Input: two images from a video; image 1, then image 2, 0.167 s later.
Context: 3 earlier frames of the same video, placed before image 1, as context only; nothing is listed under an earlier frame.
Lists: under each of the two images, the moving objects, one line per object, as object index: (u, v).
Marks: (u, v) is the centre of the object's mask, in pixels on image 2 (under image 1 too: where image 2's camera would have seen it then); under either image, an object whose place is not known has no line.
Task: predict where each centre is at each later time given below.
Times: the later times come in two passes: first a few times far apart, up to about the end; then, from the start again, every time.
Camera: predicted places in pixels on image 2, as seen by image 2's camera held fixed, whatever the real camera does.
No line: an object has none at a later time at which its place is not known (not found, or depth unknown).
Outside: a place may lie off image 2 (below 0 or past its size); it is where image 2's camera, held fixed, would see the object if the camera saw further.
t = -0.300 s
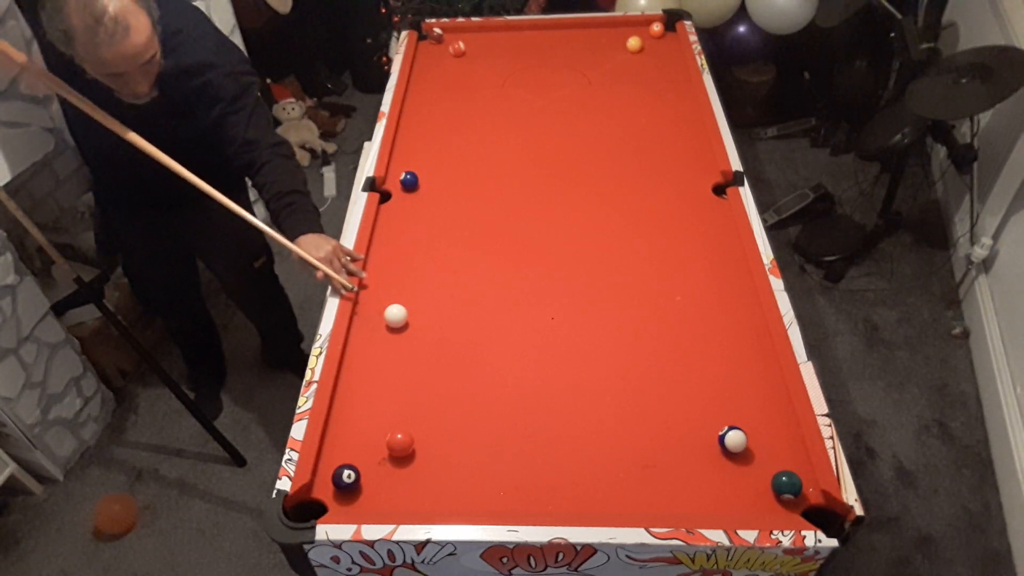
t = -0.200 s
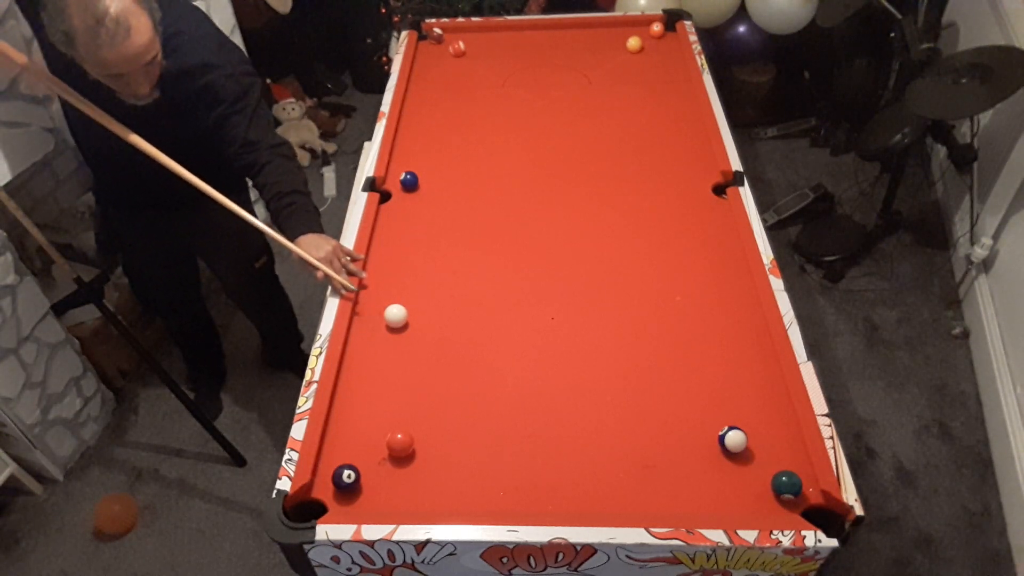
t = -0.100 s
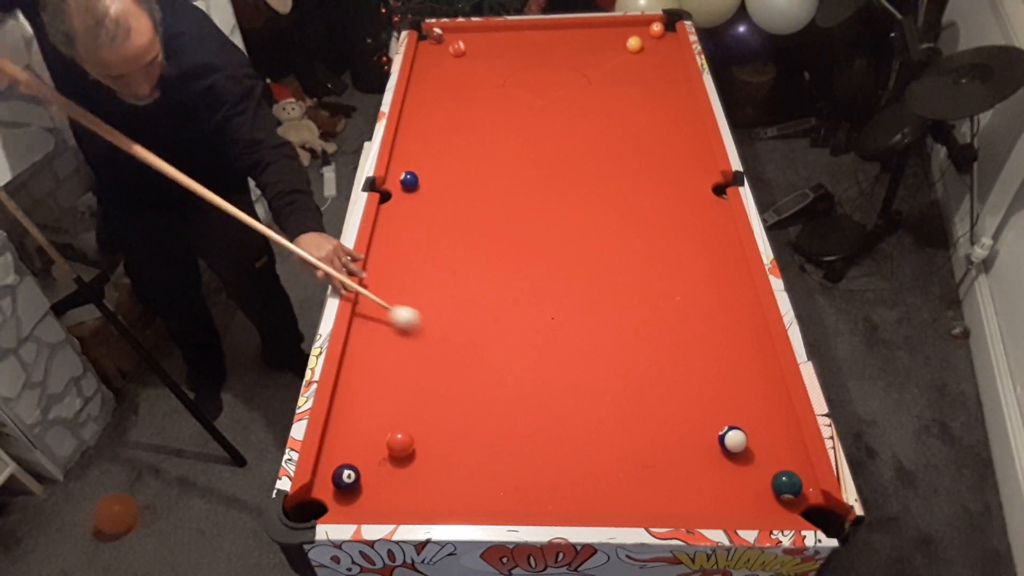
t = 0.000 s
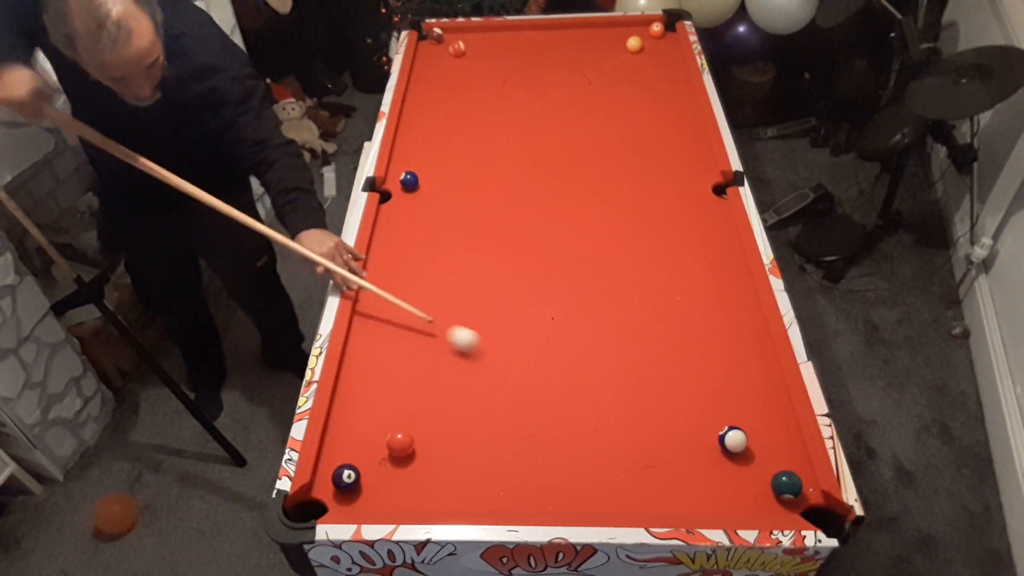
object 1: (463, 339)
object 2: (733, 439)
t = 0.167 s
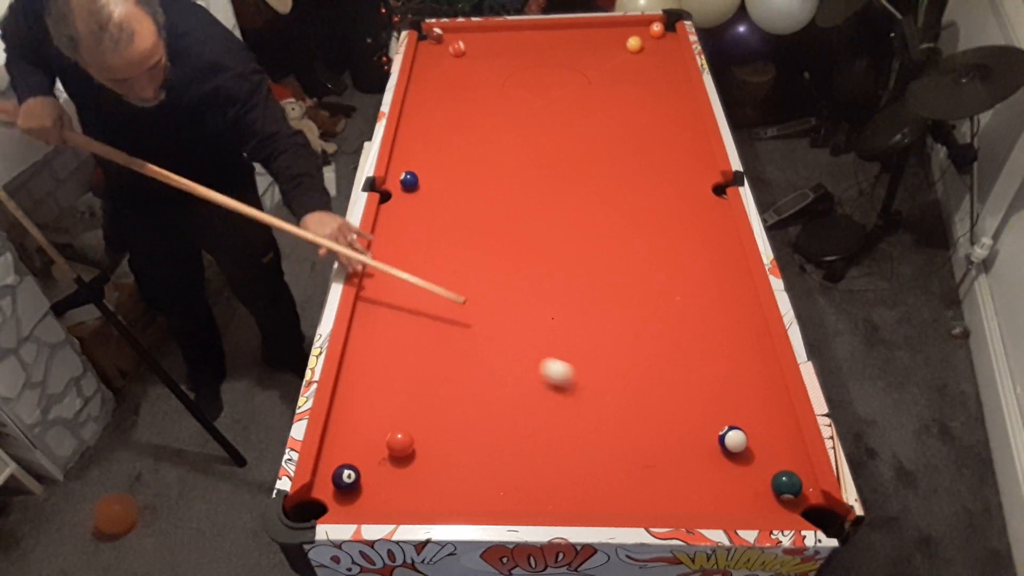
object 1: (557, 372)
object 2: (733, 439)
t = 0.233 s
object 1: (596, 386)
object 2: (733, 439)
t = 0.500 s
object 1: (726, 418)
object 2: (773, 460)
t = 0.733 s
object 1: (780, 415)
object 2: (787, 456)
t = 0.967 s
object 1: (755, 413)
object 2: (774, 456)
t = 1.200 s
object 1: (736, 413)
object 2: (769, 457)
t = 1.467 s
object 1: (724, 415)
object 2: (769, 459)
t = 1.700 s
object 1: (721, 417)
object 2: (771, 461)
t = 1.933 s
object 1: (722, 419)
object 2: (772, 461)
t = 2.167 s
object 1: (723, 420)
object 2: (772, 461)
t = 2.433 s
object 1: (723, 420)
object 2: (772, 461)
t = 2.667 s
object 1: (723, 420)
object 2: (772, 461)
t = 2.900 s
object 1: (723, 420)
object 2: (772, 461)
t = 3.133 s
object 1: (723, 420)
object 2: (772, 461)
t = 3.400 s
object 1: (723, 420)
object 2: (772, 461)
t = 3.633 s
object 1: (723, 420)
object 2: (772, 461)
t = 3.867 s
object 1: (723, 420)
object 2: (772, 461)
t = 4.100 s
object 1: (723, 420)
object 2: (772, 461)
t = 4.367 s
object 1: (723, 419)
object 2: (772, 461)
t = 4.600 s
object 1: (723, 420)
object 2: (772, 461)
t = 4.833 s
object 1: (723, 420)
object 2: (772, 461)
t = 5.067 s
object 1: (723, 420)
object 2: (772, 461)
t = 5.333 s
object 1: (723, 420)
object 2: (772, 461)
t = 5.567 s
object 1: (723, 419)
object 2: (772, 461)
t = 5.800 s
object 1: (723, 419)
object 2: (772, 461)
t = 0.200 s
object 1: (577, 379)
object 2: (733, 439)
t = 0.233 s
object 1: (596, 386)
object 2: (733, 439)
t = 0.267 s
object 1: (617, 393)
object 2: (733, 439)
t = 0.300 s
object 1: (638, 401)
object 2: (733, 439)
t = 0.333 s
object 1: (659, 407)
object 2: (733, 439)
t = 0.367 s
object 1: (682, 415)
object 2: (733, 439)
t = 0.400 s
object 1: (703, 422)
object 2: (733, 439)
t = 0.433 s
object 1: (712, 421)
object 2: (750, 451)
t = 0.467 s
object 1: (718, 419)
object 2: (766, 460)
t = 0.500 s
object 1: (726, 418)
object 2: (773, 460)
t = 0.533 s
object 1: (735, 417)
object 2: (779, 460)
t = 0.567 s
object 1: (744, 417)
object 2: (785, 459)
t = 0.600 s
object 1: (752, 416)
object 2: (791, 459)
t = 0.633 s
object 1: (761, 416)
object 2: (795, 458)
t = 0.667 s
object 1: (770, 416)
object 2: (792, 457)
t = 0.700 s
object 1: (779, 415)
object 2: (789, 457)
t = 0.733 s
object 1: (780, 415)
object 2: (787, 456)
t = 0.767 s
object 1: (775, 415)
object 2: (784, 456)
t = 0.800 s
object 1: (771, 414)
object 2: (782, 456)
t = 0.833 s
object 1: (768, 414)
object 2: (780, 456)
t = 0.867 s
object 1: (764, 414)
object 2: (778, 456)
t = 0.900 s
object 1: (761, 414)
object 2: (776, 456)
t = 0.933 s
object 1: (758, 414)
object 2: (775, 456)
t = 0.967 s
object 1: (755, 413)
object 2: (774, 456)
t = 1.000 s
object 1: (752, 413)
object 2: (772, 456)
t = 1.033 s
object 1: (749, 413)
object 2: (771, 456)
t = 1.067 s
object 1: (746, 413)
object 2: (770, 456)
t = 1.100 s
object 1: (743, 413)
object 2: (770, 457)
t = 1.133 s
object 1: (741, 413)
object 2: (769, 457)
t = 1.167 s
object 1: (739, 413)
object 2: (769, 457)
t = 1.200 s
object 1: (736, 413)
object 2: (769, 457)
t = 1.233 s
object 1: (734, 413)
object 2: (769, 457)
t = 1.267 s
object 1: (732, 413)
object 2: (768, 457)
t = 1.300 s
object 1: (731, 414)
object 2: (768, 458)
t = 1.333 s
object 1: (729, 414)
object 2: (768, 458)
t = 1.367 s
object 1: (727, 414)
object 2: (769, 458)
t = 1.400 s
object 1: (726, 414)
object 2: (769, 458)
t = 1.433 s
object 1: (725, 415)
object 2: (769, 459)
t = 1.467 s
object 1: (724, 415)
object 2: (769, 459)
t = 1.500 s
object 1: (723, 415)
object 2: (770, 459)
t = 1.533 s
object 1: (723, 416)
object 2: (770, 460)
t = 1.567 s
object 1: (722, 416)
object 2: (770, 460)
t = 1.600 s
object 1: (722, 416)
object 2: (771, 460)
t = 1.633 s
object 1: (722, 417)
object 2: (771, 460)
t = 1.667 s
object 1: (721, 417)
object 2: (771, 460)
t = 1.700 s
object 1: (721, 417)
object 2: (771, 461)
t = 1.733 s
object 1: (721, 418)
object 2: (772, 461)
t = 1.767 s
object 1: (721, 418)
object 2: (772, 461)
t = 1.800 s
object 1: (721, 418)
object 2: (772, 461)
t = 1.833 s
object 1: (722, 419)
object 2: (772, 461)
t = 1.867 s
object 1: (722, 419)
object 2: (772, 461)
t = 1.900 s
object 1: (722, 419)
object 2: (772, 461)
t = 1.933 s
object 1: (722, 419)
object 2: (772, 461)
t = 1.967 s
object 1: (722, 419)
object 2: (772, 461)
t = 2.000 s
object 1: (722, 419)
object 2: (772, 461)
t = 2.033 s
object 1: (723, 420)
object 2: (772, 461)
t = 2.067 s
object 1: (723, 420)
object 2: (772, 461)
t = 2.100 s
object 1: (723, 420)
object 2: (772, 461)
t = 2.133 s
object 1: (723, 420)
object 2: (772, 461)
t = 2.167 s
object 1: (723, 420)
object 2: (772, 461)
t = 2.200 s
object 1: (723, 420)
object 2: (772, 461)
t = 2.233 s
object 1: (723, 420)
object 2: (772, 461)
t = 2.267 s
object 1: (723, 420)
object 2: (772, 461)
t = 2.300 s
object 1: (723, 420)
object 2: (772, 461)
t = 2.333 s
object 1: (723, 420)
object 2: (772, 461)
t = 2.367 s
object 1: (723, 420)
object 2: (772, 461)
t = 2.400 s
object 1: (723, 420)
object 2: (772, 461)
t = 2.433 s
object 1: (723, 420)
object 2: (772, 461)
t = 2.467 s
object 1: (723, 420)
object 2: (772, 461)
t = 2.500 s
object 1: (723, 420)
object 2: (772, 461)
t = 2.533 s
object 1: (723, 420)
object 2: (772, 461)
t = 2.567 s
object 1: (723, 420)
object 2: (772, 461)
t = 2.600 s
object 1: (723, 420)
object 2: (772, 461)
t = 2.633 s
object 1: (723, 420)
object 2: (772, 461)
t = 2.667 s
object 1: (723, 420)
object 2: (772, 461)
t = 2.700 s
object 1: (723, 420)
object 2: (772, 461)
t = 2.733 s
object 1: (723, 420)
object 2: (772, 461)
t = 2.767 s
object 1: (723, 420)
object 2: (772, 461)
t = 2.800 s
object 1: (723, 420)
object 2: (772, 461)
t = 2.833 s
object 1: (723, 420)
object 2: (772, 461)
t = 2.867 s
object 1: (723, 420)
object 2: (772, 461)
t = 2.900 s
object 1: (723, 420)
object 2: (772, 461)
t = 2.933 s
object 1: (723, 420)
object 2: (772, 461)
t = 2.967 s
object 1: (723, 420)
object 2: (772, 461)
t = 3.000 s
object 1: (723, 420)
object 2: (772, 461)
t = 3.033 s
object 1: (723, 420)
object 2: (772, 461)
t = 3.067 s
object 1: (723, 420)
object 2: (772, 461)
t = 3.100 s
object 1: (723, 420)
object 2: (772, 461)
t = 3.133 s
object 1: (723, 420)
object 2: (772, 461)
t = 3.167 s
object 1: (723, 420)
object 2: (772, 461)
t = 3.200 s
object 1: (723, 420)
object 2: (772, 461)
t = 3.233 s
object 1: (723, 420)
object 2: (772, 461)
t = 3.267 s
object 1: (723, 420)
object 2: (772, 461)
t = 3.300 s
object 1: (723, 420)
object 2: (772, 461)
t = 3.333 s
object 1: (723, 420)
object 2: (772, 461)
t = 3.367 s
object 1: (723, 420)
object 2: (772, 461)
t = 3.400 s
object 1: (723, 420)
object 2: (772, 461)
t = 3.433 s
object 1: (723, 420)
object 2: (772, 461)
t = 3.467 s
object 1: (723, 420)
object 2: (772, 461)
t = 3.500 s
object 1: (723, 420)
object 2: (772, 461)
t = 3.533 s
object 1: (723, 420)
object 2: (772, 461)
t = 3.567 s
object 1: (723, 420)
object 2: (772, 461)
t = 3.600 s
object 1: (723, 420)
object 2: (772, 461)
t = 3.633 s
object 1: (723, 420)
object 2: (772, 461)
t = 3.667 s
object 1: (723, 420)
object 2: (772, 461)
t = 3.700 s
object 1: (723, 420)
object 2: (772, 461)
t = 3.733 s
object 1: (723, 420)
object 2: (772, 461)
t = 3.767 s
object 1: (723, 420)
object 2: (772, 461)
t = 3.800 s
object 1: (723, 420)
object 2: (772, 461)
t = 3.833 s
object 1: (723, 420)
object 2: (772, 461)
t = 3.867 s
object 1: (723, 420)
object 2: (772, 461)
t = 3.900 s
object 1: (723, 420)
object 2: (772, 461)
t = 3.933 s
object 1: (723, 420)
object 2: (772, 461)
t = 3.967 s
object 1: (723, 420)
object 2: (772, 461)
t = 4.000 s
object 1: (723, 420)
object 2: (772, 461)
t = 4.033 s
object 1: (723, 420)
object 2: (772, 461)
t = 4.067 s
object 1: (723, 420)
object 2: (772, 461)
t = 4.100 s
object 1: (723, 420)
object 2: (772, 461)
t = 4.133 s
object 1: (723, 420)
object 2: (772, 461)
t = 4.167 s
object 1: (723, 419)
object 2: (772, 461)
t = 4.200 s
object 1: (723, 420)
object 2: (772, 461)
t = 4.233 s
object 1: (723, 420)
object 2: (772, 461)
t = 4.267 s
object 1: (723, 419)
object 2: (772, 461)
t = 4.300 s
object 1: (723, 420)
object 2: (772, 461)
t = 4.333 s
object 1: (723, 420)
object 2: (772, 461)
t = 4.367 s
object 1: (723, 419)
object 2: (772, 461)
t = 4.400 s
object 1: (723, 420)
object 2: (772, 461)
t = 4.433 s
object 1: (723, 420)
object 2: (772, 461)
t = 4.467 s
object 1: (723, 419)
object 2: (772, 461)
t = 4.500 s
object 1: (723, 420)
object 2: (772, 461)
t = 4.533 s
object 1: (723, 420)
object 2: (772, 461)
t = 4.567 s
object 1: (723, 420)
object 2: (772, 461)
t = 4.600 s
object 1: (723, 420)
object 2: (772, 461)
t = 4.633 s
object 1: (723, 420)
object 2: (772, 461)
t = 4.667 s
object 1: (723, 420)
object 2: (772, 461)
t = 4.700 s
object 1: (723, 420)
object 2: (772, 461)
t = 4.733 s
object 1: (723, 420)
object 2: (772, 461)
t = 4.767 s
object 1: (723, 420)
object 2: (772, 461)
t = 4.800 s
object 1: (723, 420)
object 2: (772, 461)
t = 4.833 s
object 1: (723, 420)
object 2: (772, 461)
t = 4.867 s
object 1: (723, 420)
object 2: (772, 461)
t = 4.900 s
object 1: (723, 420)
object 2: (772, 461)
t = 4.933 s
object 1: (723, 420)
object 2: (772, 461)
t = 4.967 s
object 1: (723, 420)
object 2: (772, 461)
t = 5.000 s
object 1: (723, 420)
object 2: (772, 461)
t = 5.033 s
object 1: (723, 420)
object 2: (772, 461)
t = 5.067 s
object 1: (723, 420)
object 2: (772, 461)
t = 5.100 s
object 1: (723, 420)
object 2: (772, 461)
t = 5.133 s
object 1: (723, 420)
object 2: (772, 461)
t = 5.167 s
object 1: (723, 420)
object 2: (772, 461)
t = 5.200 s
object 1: (723, 420)
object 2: (772, 461)
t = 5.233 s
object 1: (723, 420)
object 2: (772, 461)
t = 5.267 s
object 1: (723, 420)
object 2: (772, 461)
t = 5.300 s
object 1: (723, 420)
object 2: (772, 461)
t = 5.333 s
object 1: (723, 420)
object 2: (772, 461)
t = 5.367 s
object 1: (723, 420)
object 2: (772, 461)
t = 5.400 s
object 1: (723, 420)
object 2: (772, 461)
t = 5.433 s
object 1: (723, 420)
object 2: (772, 461)
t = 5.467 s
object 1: (723, 420)
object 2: (772, 461)
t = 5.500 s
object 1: (723, 420)
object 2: (772, 461)
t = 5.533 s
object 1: (723, 420)
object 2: (772, 461)
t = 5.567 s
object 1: (723, 419)
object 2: (772, 461)
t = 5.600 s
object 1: (723, 420)
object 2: (772, 461)
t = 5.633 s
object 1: (723, 419)
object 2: (772, 461)
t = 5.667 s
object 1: (723, 419)
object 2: (772, 461)
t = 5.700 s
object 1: (723, 419)
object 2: (772, 461)
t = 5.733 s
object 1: (723, 419)
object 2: (772, 461)
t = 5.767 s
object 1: (723, 419)
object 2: (772, 461)
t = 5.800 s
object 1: (723, 419)
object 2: (772, 461)
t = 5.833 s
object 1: (723, 419)
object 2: (772, 461)
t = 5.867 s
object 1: (723, 420)
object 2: (772, 461)
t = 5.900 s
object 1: (723, 419)
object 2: (772, 461)
